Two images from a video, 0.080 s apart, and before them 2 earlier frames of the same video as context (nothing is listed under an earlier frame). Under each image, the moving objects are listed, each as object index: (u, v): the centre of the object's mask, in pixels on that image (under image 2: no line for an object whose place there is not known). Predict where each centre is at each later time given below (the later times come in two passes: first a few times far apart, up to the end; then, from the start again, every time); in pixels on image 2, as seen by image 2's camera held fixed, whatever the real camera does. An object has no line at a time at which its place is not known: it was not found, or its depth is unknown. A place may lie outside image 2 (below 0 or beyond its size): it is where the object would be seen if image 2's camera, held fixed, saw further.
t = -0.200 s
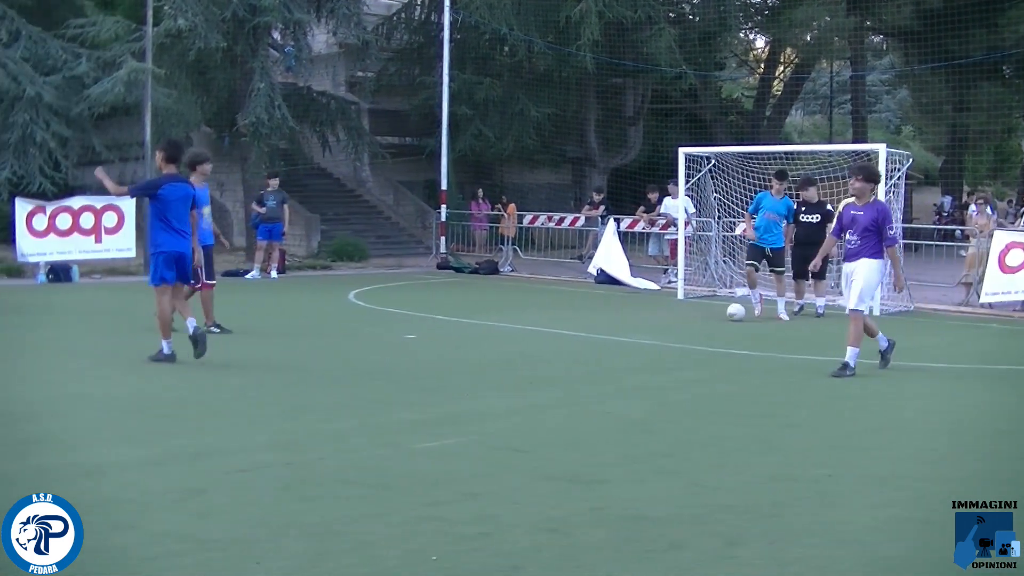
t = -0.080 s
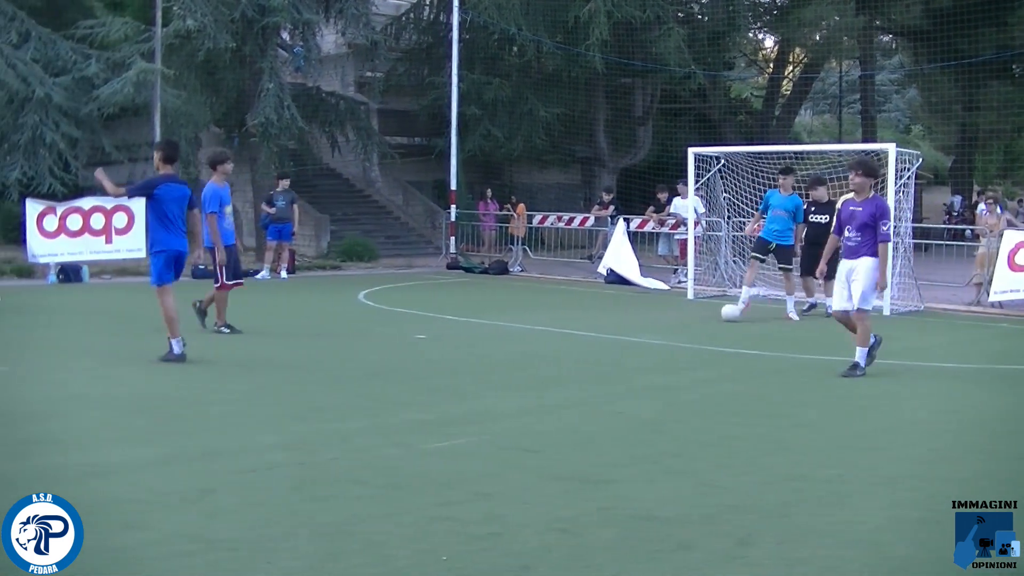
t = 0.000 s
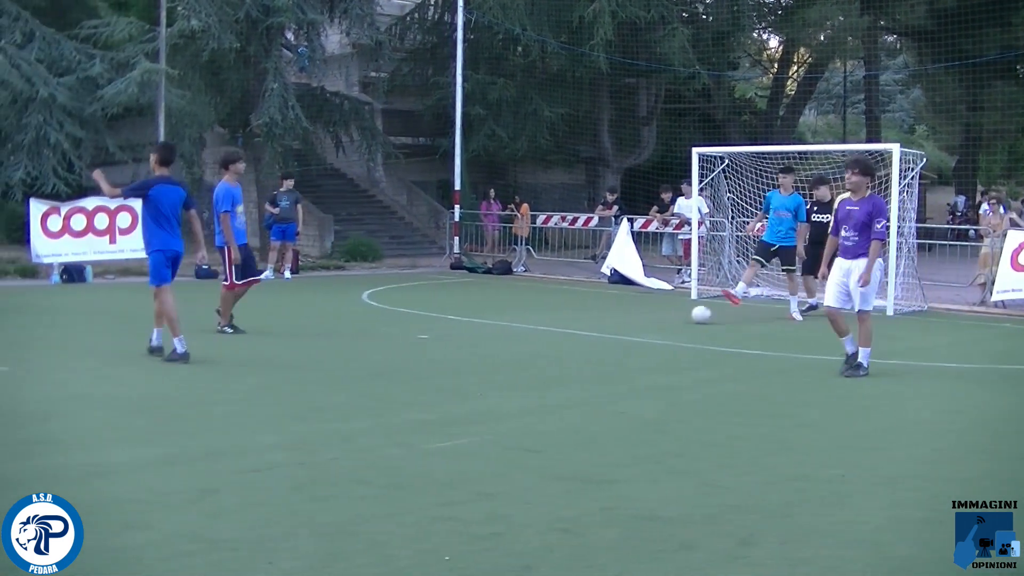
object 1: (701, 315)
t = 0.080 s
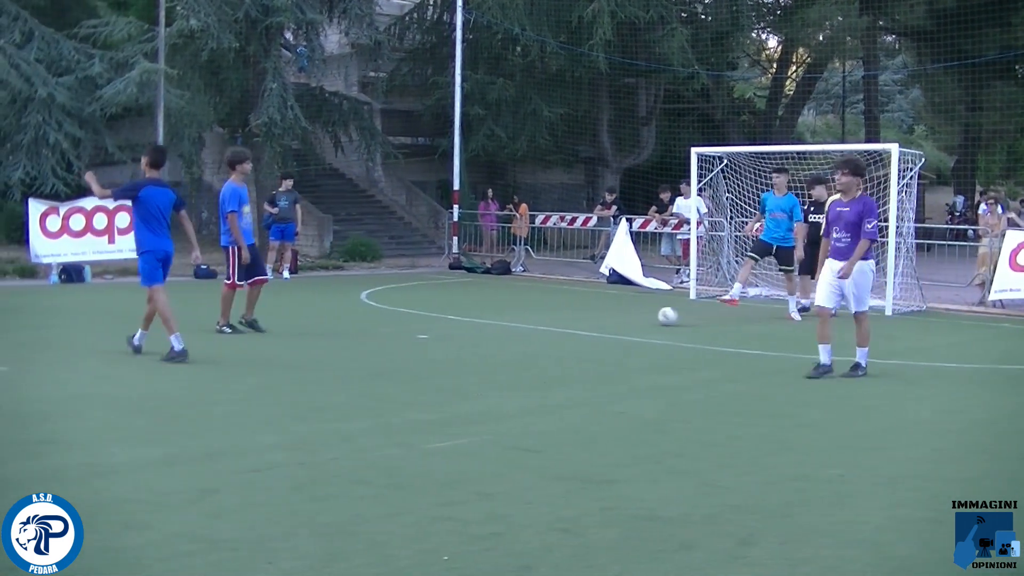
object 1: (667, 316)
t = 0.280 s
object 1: (593, 321)
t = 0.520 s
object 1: (514, 326)
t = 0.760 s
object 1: (429, 331)
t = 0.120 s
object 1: (652, 317)
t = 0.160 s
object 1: (637, 318)
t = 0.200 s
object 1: (621, 319)
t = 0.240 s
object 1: (607, 320)
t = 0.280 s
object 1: (593, 321)
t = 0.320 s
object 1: (581, 322)
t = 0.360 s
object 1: (568, 322)
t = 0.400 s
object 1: (555, 324)
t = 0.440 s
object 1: (541, 324)
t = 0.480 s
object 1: (528, 325)
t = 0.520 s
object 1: (514, 326)
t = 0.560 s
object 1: (501, 326)
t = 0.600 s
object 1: (487, 327)
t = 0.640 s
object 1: (472, 328)
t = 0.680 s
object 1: (458, 328)
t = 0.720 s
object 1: (444, 329)
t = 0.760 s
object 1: (429, 331)
